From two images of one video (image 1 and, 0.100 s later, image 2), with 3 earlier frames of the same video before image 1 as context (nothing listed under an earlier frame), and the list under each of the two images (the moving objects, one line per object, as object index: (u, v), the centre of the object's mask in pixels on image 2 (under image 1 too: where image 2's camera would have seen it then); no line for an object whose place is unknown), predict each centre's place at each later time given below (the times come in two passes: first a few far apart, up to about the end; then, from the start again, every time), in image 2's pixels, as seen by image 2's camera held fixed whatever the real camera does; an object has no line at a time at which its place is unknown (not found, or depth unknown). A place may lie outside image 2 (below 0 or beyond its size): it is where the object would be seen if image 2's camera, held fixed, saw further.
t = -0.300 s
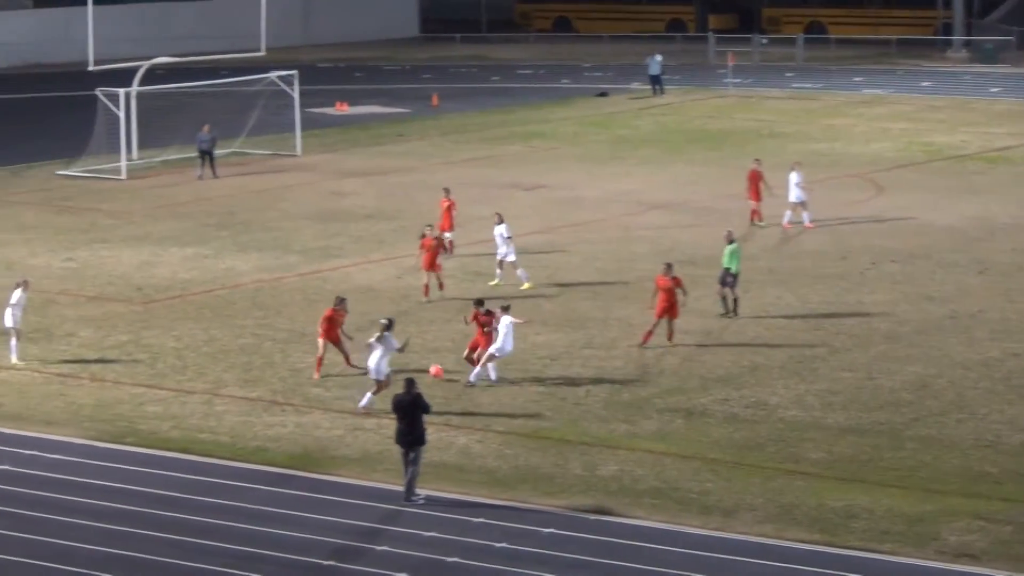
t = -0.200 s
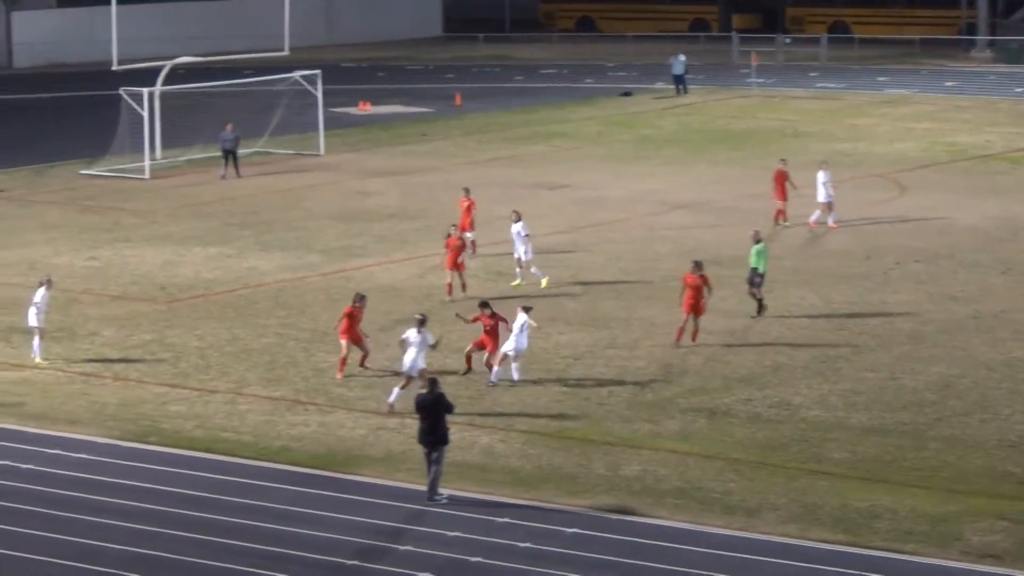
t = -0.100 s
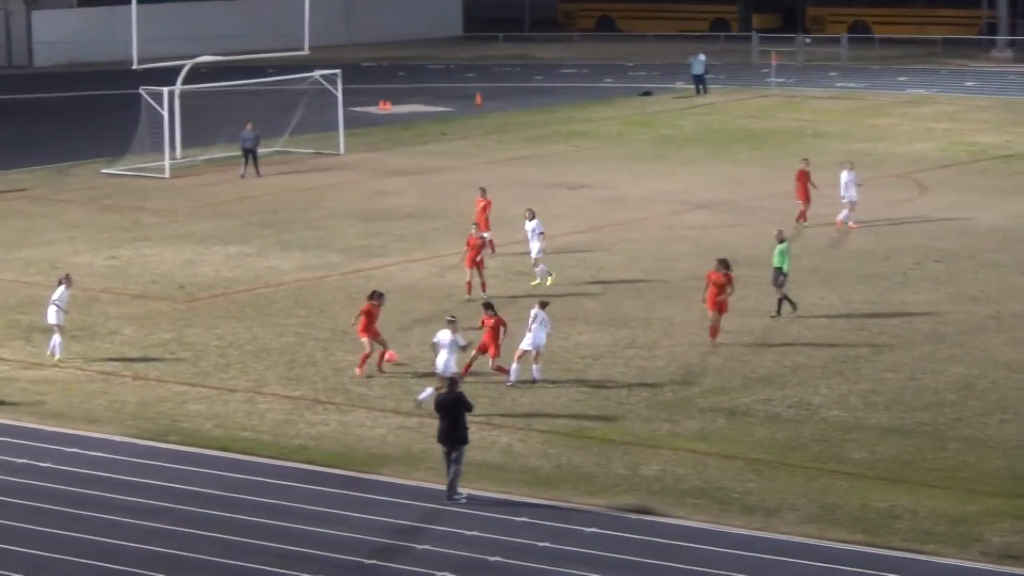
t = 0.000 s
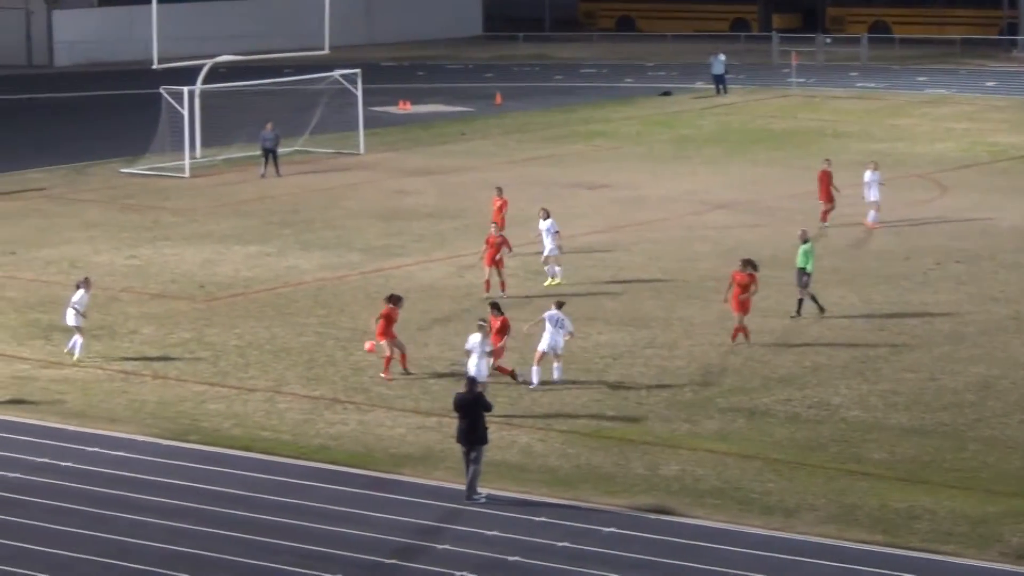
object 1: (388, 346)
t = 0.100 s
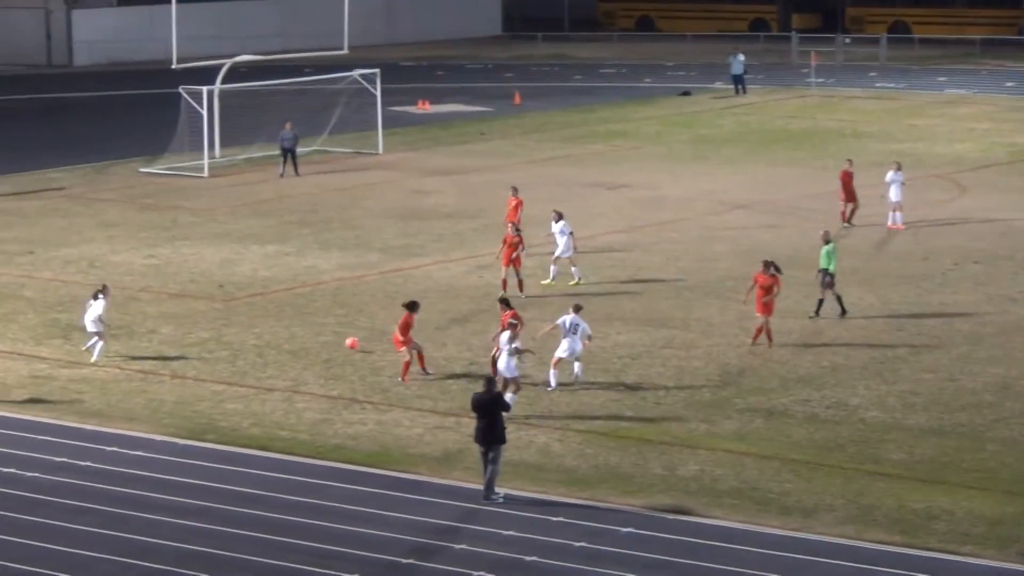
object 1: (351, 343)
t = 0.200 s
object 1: (318, 337)
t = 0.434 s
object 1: (252, 321)
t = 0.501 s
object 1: (233, 322)
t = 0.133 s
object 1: (340, 343)
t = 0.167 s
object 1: (328, 342)
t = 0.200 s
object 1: (318, 337)
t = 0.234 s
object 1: (309, 332)
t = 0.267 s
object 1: (298, 329)
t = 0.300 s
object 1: (289, 326)
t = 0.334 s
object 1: (280, 324)
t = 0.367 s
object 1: (270, 322)
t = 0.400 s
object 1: (261, 321)
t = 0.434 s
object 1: (252, 321)
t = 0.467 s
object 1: (242, 321)
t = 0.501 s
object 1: (233, 322)
